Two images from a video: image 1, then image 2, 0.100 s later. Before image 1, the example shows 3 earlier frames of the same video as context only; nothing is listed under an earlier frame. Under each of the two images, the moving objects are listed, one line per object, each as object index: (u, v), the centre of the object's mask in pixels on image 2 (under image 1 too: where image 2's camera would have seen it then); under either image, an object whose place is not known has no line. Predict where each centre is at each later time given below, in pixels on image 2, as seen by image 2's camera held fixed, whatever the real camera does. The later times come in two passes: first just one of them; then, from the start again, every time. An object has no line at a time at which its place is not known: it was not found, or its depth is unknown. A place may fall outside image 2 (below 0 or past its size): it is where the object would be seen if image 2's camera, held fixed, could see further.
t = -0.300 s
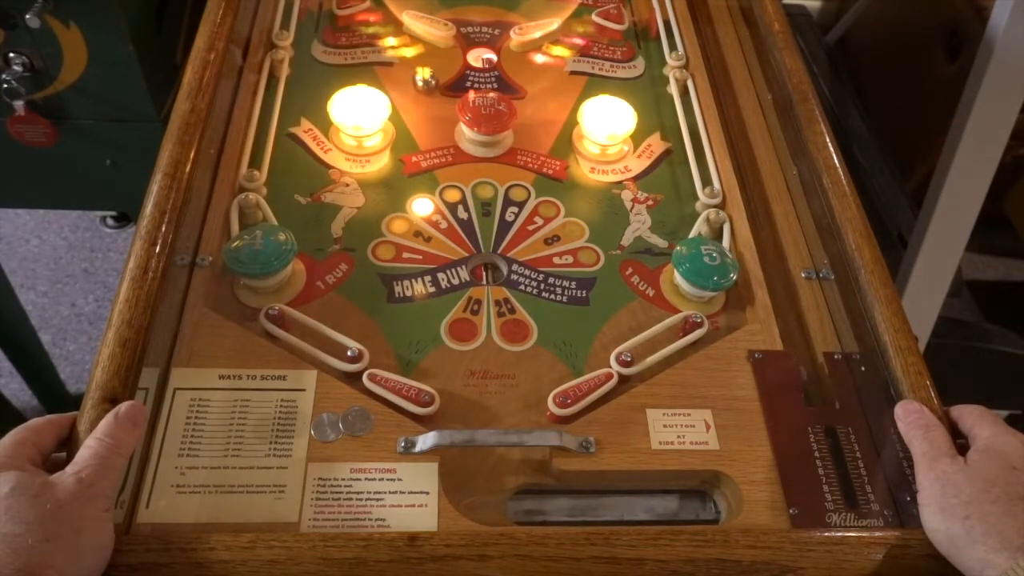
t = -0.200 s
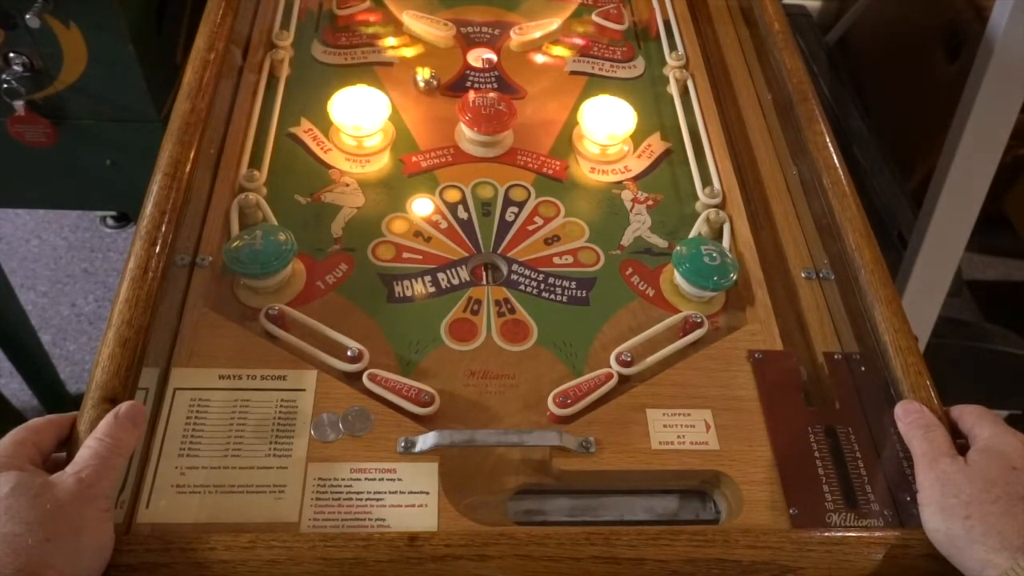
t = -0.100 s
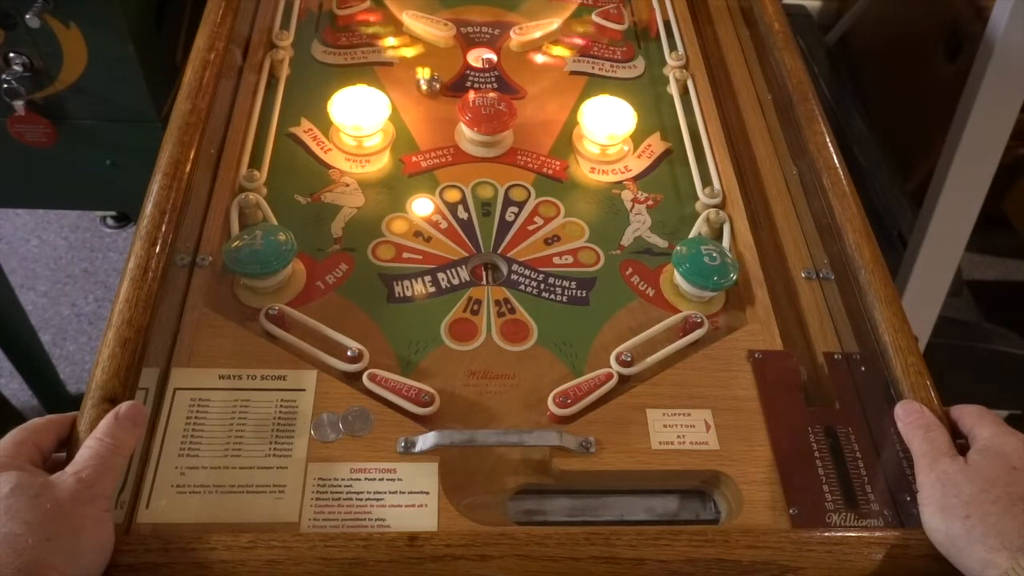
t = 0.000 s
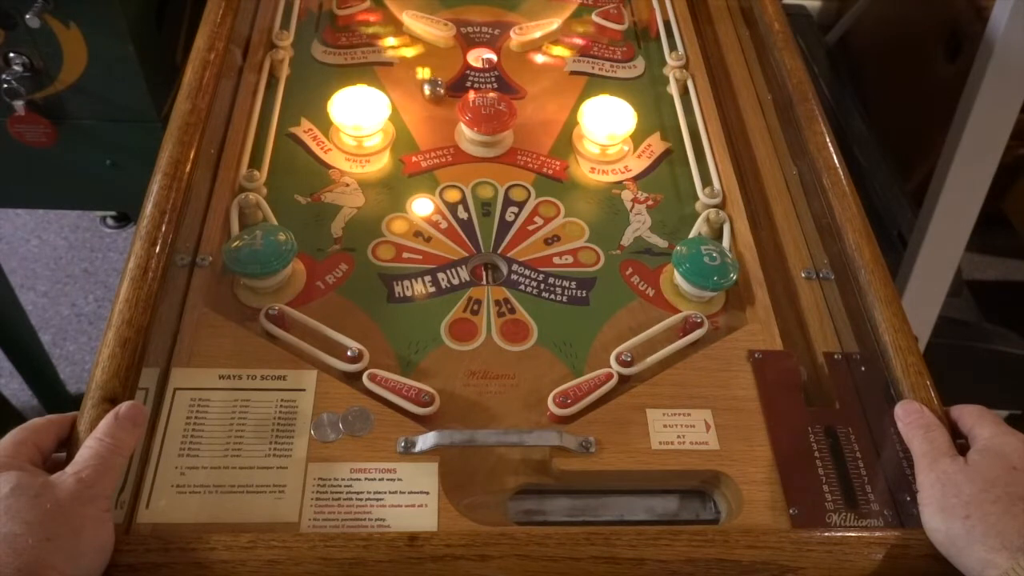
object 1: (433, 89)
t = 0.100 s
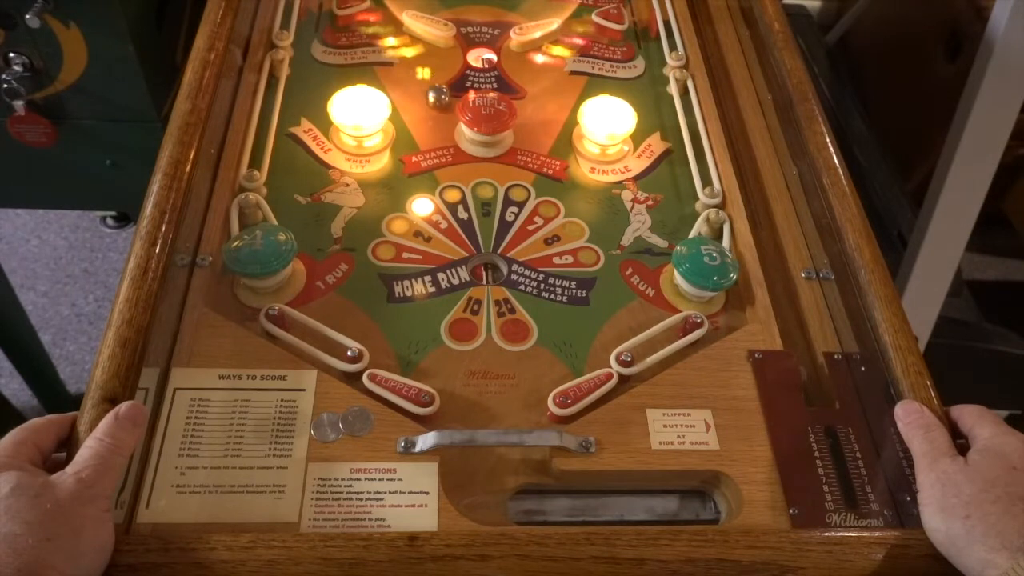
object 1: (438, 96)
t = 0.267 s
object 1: (447, 116)
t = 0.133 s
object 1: (440, 100)
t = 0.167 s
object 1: (442, 104)
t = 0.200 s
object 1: (443, 107)
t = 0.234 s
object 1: (446, 112)
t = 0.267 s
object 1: (447, 116)
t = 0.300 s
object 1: (448, 120)
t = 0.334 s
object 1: (447, 123)
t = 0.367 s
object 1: (443, 126)
